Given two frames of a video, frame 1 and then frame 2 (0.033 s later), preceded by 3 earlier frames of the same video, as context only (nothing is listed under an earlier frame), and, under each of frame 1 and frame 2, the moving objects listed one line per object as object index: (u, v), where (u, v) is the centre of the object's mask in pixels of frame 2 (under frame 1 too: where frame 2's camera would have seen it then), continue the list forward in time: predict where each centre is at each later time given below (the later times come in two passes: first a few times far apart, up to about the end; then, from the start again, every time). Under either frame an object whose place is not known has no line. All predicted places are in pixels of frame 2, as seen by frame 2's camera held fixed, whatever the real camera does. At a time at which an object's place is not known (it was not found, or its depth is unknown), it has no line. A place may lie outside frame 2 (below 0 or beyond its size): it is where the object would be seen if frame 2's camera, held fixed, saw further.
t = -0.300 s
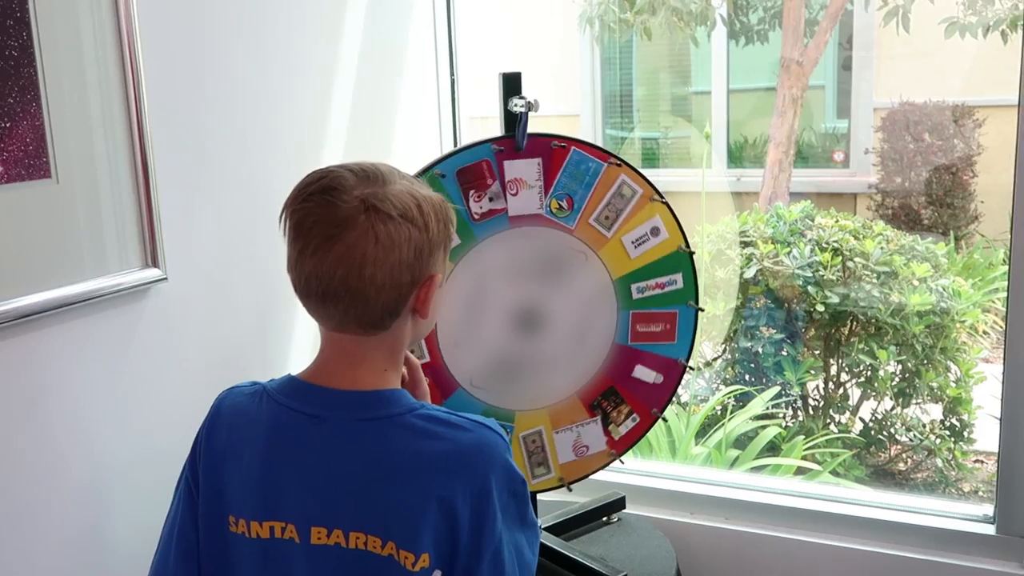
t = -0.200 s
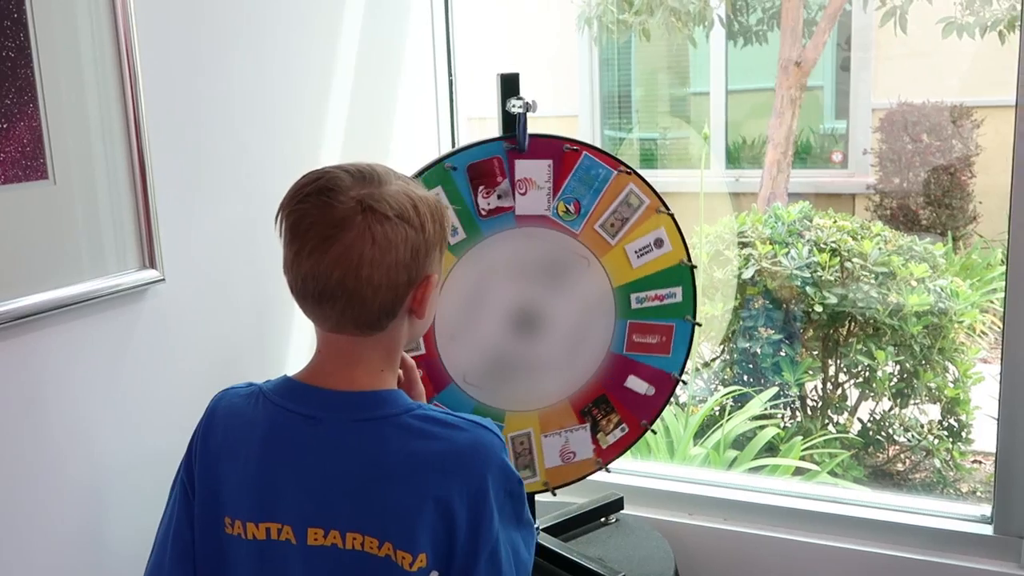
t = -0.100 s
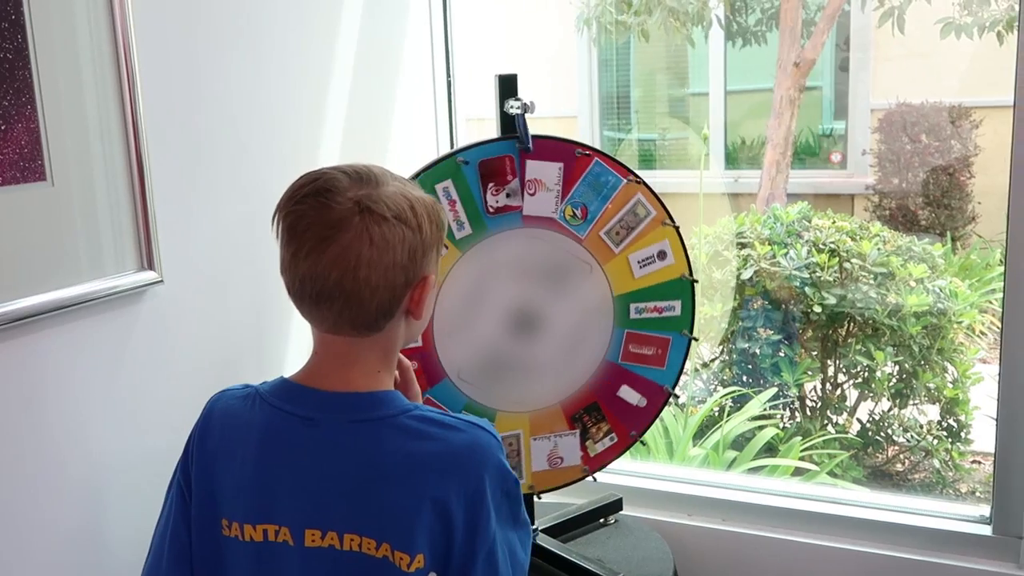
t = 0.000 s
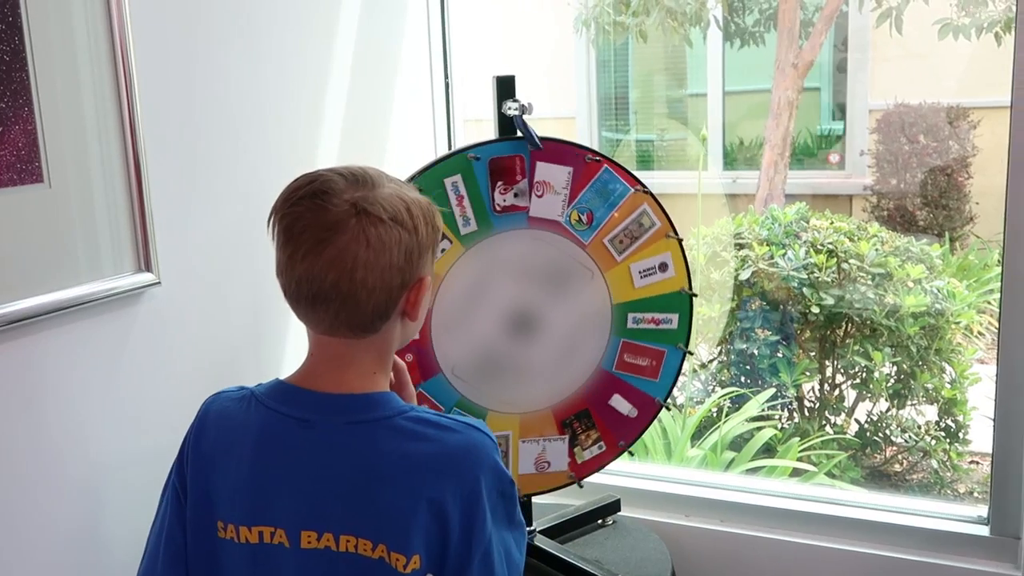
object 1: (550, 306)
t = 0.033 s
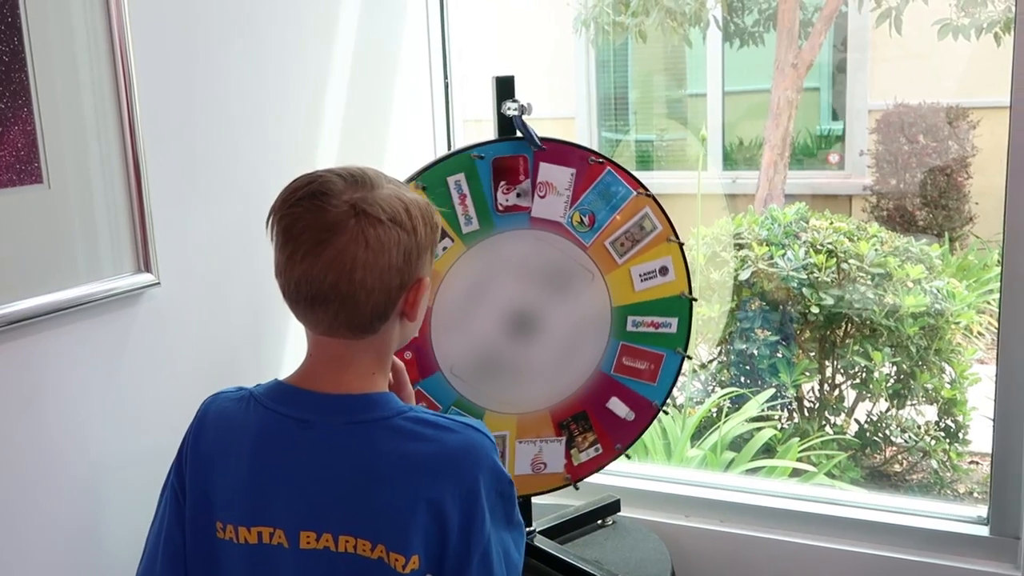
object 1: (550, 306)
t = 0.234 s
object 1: (547, 306)
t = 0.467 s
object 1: (544, 307)
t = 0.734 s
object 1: (542, 308)
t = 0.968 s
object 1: (542, 308)
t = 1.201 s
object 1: (541, 308)
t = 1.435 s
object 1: (541, 308)
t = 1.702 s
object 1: (541, 308)
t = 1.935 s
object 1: (540, 308)
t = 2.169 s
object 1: (540, 308)
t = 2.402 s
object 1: (540, 308)
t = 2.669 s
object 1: (540, 309)
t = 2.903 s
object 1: (539, 310)
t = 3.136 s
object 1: (540, 311)
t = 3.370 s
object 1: (543, 313)
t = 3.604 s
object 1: (534, 320)
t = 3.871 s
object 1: (521, 319)
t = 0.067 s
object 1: (549, 306)
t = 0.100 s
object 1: (549, 306)
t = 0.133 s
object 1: (548, 306)
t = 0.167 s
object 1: (548, 306)
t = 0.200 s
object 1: (547, 306)
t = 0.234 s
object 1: (547, 306)
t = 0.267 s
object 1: (546, 307)
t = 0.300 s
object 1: (546, 307)
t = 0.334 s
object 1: (545, 307)
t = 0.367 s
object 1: (545, 307)
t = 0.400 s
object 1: (544, 307)
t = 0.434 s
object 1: (544, 307)
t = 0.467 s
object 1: (544, 307)
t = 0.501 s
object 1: (544, 307)
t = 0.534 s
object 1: (543, 307)
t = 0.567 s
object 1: (543, 307)
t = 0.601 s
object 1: (543, 307)
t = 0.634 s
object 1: (543, 308)
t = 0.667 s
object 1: (543, 308)
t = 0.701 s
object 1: (542, 308)
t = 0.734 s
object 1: (542, 308)
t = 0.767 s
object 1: (542, 308)
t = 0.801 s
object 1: (542, 308)
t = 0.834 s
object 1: (542, 308)
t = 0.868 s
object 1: (542, 308)
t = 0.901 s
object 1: (542, 308)
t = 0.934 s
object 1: (542, 308)
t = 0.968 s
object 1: (542, 308)
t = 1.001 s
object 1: (542, 308)
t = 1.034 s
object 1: (542, 308)
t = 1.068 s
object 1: (542, 308)
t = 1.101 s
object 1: (541, 308)
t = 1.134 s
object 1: (541, 308)
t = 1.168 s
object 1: (541, 308)
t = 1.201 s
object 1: (541, 308)
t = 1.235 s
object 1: (541, 308)
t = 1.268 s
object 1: (541, 308)
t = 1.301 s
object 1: (541, 308)
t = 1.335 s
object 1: (541, 308)
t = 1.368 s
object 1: (541, 308)
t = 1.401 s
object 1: (541, 308)
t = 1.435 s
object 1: (541, 308)
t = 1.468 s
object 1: (541, 308)
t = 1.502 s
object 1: (541, 308)
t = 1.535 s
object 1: (541, 308)
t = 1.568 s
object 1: (541, 308)
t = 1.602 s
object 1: (541, 308)
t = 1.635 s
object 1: (541, 308)
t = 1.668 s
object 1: (541, 308)
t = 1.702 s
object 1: (541, 308)
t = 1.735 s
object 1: (541, 308)
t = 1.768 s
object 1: (541, 308)
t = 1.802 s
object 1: (541, 308)
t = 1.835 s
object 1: (541, 308)
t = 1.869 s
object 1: (541, 308)
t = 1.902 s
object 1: (541, 308)
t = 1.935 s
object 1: (540, 308)
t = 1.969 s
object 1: (540, 308)
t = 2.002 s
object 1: (540, 308)
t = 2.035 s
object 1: (540, 308)
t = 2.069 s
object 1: (540, 308)
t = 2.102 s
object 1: (540, 308)
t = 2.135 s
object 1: (540, 308)
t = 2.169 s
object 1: (540, 308)
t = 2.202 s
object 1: (540, 308)
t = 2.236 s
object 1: (540, 308)
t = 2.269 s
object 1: (540, 308)
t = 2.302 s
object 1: (540, 308)
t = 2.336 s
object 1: (540, 308)
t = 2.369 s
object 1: (540, 308)
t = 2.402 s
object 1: (540, 308)
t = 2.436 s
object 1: (540, 308)
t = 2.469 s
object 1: (540, 308)
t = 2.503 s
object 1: (540, 308)
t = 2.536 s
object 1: (540, 309)
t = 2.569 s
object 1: (540, 309)
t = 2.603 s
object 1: (540, 309)
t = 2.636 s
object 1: (540, 309)
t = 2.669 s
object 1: (540, 309)
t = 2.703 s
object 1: (540, 309)
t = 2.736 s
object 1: (540, 309)
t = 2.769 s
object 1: (540, 309)
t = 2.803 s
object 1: (539, 310)
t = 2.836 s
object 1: (539, 310)
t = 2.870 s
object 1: (539, 310)
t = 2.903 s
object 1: (539, 310)
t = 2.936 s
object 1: (539, 310)
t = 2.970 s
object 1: (539, 310)
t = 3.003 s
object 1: (539, 310)
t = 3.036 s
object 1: (539, 310)
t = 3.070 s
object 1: (540, 310)
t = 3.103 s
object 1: (540, 311)
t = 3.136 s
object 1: (540, 311)
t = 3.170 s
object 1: (540, 311)
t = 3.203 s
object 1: (541, 311)
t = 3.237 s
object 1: (541, 312)
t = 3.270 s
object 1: (541, 312)
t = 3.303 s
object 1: (542, 312)
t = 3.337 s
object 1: (542, 313)
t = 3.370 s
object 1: (543, 313)
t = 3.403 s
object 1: (543, 314)
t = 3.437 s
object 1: (543, 314)
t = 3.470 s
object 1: (543, 315)
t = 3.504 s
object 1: (541, 316)
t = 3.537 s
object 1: (539, 318)
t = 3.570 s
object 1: (537, 319)
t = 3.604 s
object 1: (534, 320)
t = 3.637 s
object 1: (530, 320)
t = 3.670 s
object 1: (528, 321)
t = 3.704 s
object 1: (526, 321)
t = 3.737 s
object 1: (525, 321)
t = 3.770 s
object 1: (523, 320)
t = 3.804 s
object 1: (522, 320)
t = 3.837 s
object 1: (521, 319)
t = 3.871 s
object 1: (521, 319)
